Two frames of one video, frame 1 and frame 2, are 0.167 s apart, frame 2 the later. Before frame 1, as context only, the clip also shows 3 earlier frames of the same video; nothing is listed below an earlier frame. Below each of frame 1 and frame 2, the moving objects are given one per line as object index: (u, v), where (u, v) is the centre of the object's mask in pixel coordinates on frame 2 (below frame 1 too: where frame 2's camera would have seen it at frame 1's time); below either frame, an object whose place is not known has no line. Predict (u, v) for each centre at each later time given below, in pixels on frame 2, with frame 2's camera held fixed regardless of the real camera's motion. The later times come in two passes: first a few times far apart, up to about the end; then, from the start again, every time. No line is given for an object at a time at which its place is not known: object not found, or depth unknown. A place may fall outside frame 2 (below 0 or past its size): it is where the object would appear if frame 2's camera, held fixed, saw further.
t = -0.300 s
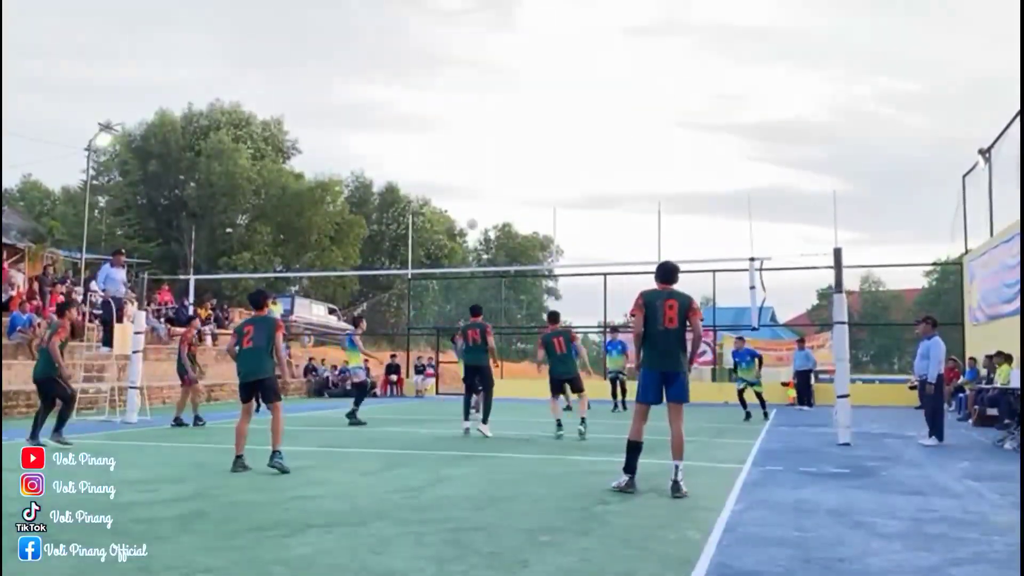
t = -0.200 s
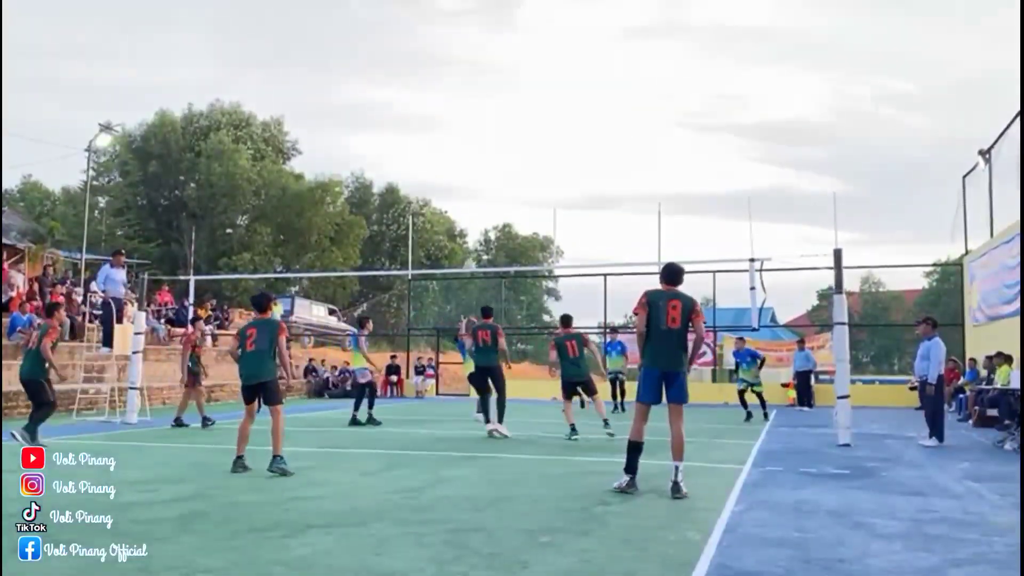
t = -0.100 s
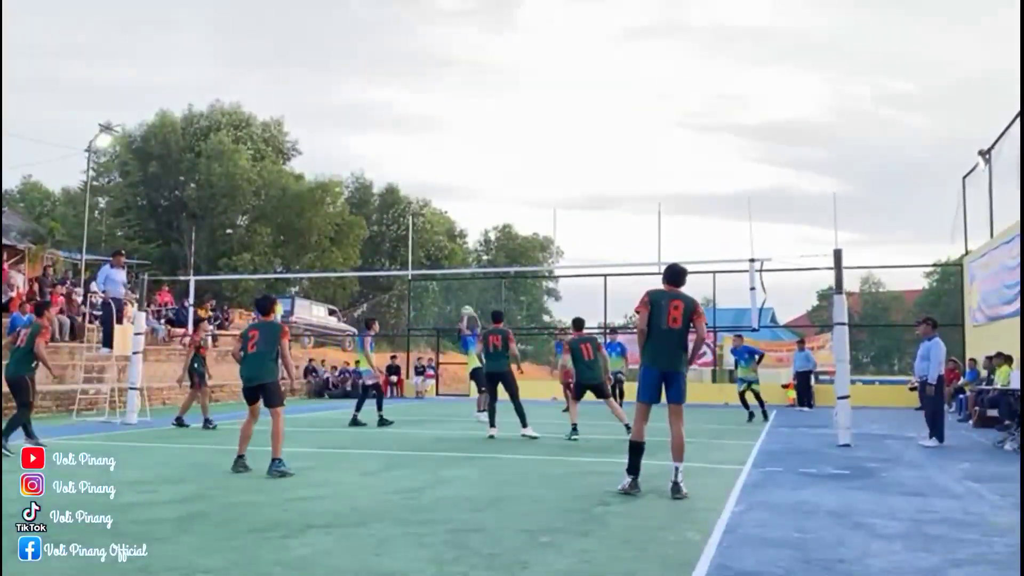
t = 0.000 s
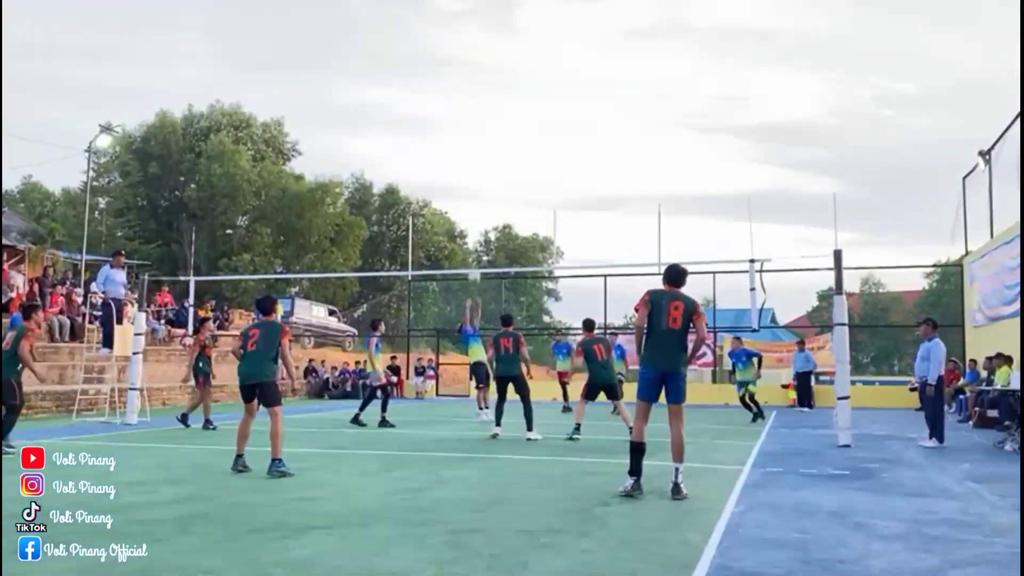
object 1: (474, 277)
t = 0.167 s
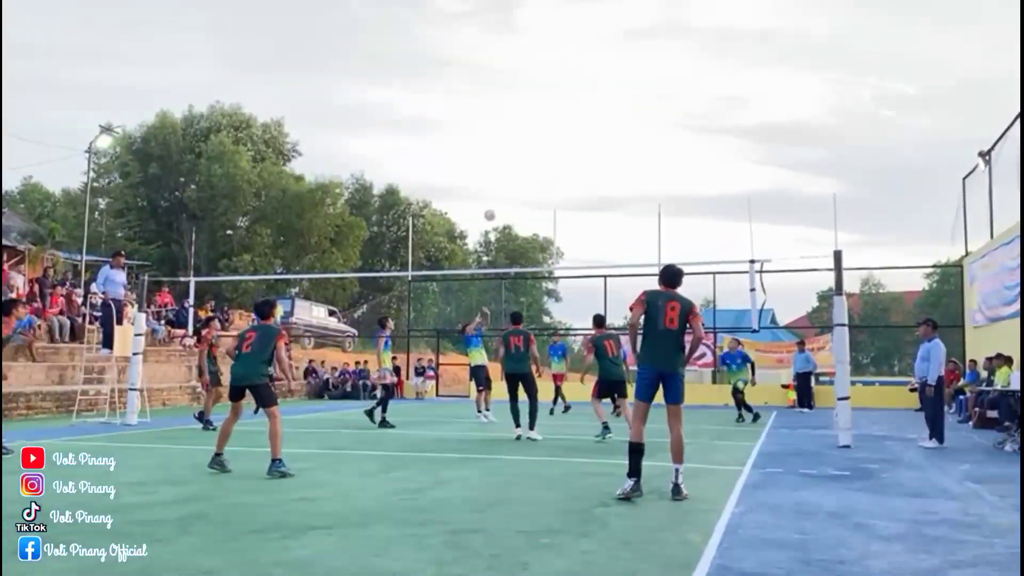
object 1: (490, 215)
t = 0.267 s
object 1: (499, 185)
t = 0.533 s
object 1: (523, 131)
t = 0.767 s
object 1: (545, 116)
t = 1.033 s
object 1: (571, 138)
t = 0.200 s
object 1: (493, 204)
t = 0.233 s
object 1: (496, 195)
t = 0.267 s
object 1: (499, 185)
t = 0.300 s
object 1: (502, 176)
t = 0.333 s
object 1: (505, 168)
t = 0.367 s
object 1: (508, 160)
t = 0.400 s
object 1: (511, 153)
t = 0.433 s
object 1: (514, 147)
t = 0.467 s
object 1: (517, 141)
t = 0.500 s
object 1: (520, 135)
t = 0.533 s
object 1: (523, 131)
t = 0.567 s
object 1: (527, 127)
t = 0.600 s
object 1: (530, 123)
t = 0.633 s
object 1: (533, 121)
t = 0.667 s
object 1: (536, 119)
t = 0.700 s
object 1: (539, 117)
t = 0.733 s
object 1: (542, 116)
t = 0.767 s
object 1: (545, 116)
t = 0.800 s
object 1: (548, 116)
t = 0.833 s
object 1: (551, 117)
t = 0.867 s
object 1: (555, 118)
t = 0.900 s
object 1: (558, 122)
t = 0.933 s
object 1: (561, 125)
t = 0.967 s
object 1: (564, 129)
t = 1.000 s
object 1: (567, 133)
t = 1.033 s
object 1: (571, 138)
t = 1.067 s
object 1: (574, 144)
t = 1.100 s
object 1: (577, 151)
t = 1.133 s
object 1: (580, 158)
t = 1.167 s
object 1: (583, 166)
